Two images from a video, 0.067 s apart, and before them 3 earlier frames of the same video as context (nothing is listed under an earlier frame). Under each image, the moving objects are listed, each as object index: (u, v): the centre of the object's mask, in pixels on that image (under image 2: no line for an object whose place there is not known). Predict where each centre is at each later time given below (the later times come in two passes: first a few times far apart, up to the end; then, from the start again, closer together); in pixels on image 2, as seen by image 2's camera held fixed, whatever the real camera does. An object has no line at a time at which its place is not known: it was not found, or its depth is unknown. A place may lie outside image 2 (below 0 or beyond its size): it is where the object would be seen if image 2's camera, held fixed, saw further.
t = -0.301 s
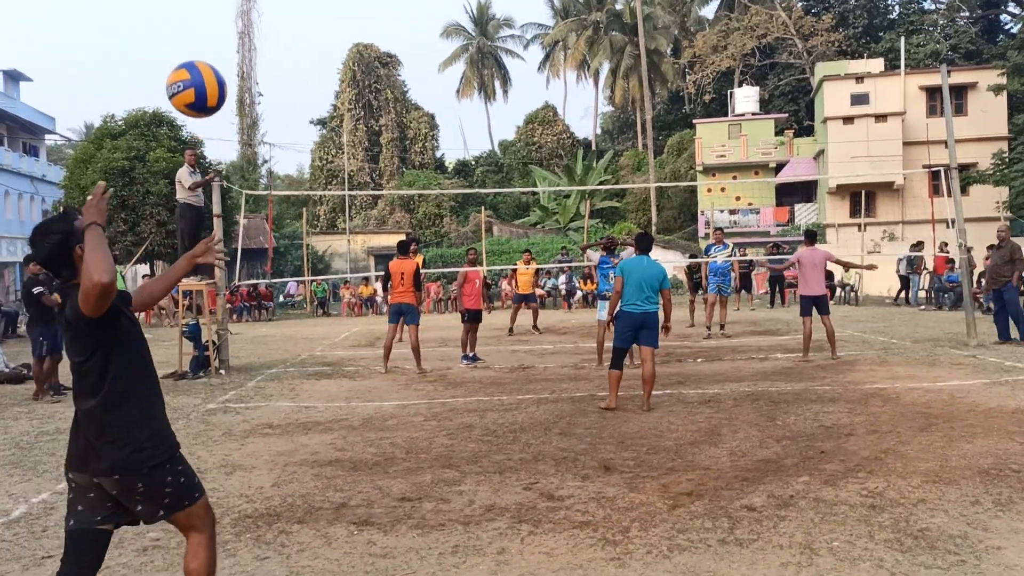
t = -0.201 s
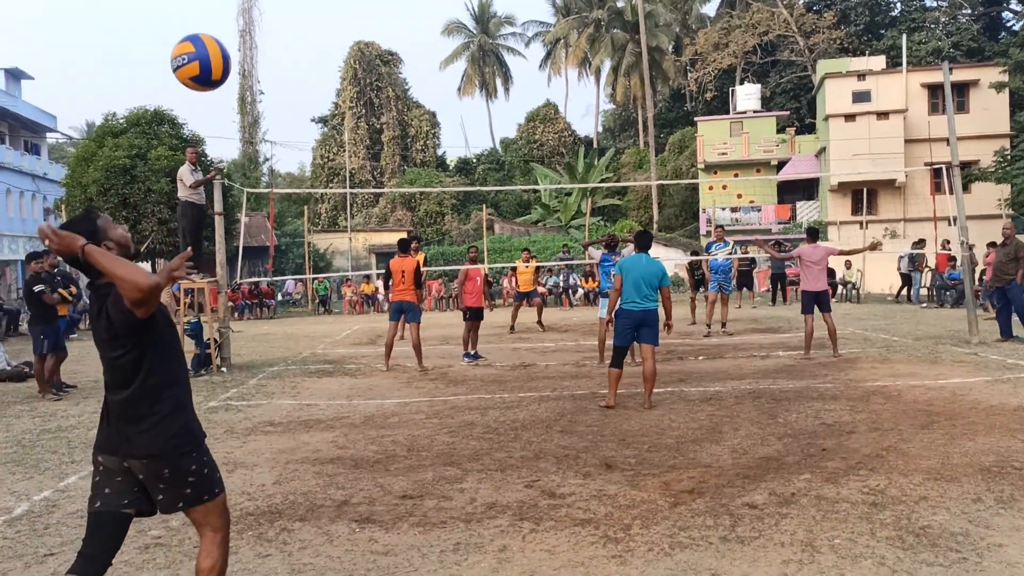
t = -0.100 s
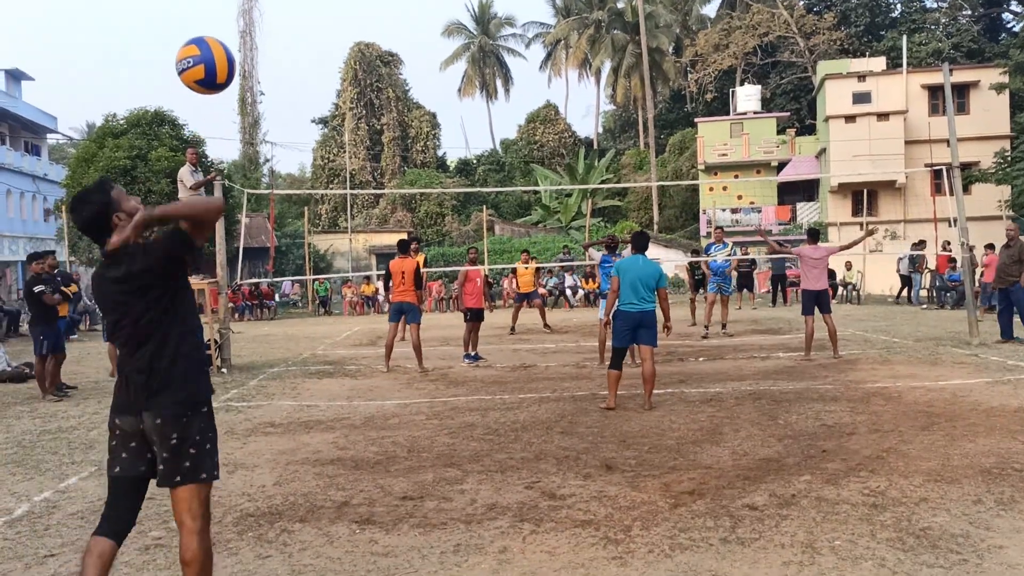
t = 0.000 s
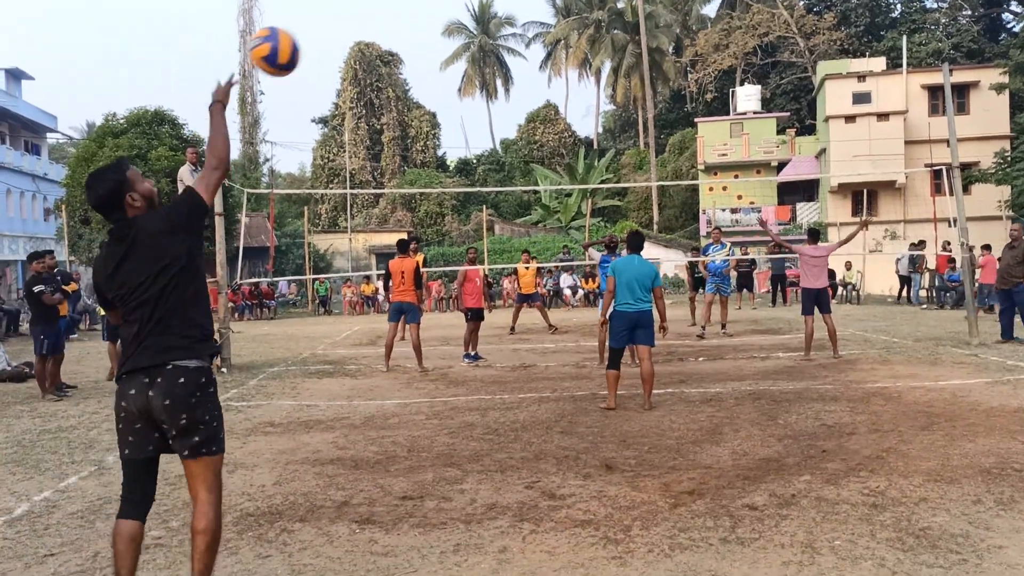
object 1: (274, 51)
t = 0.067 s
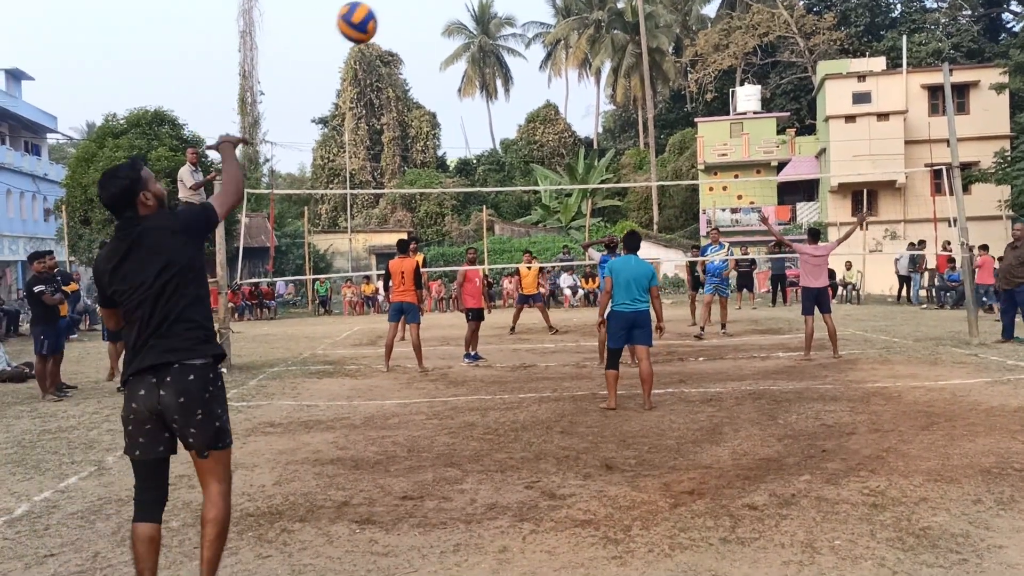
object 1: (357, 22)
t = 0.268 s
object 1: (495, 8)
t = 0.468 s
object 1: (567, 33)
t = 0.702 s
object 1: (612, 95)
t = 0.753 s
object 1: (618, 109)
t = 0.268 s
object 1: (495, 8)
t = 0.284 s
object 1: (503, 9)
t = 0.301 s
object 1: (510, 9)
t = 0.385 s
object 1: (542, 17)
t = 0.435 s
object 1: (558, 26)
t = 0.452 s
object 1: (562, 30)
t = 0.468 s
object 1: (567, 33)
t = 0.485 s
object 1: (571, 37)
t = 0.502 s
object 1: (574, 41)
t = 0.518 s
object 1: (578, 45)
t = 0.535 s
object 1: (582, 50)
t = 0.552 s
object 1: (586, 53)
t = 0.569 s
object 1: (588, 58)
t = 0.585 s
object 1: (591, 62)
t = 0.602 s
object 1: (594, 67)
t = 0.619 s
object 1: (598, 72)
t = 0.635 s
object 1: (601, 76)
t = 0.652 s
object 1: (603, 80)
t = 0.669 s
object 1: (607, 86)
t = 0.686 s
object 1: (609, 90)
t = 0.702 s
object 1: (612, 95)
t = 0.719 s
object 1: (614, 99)
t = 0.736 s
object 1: (616, 105)
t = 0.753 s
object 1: (618, 109)
